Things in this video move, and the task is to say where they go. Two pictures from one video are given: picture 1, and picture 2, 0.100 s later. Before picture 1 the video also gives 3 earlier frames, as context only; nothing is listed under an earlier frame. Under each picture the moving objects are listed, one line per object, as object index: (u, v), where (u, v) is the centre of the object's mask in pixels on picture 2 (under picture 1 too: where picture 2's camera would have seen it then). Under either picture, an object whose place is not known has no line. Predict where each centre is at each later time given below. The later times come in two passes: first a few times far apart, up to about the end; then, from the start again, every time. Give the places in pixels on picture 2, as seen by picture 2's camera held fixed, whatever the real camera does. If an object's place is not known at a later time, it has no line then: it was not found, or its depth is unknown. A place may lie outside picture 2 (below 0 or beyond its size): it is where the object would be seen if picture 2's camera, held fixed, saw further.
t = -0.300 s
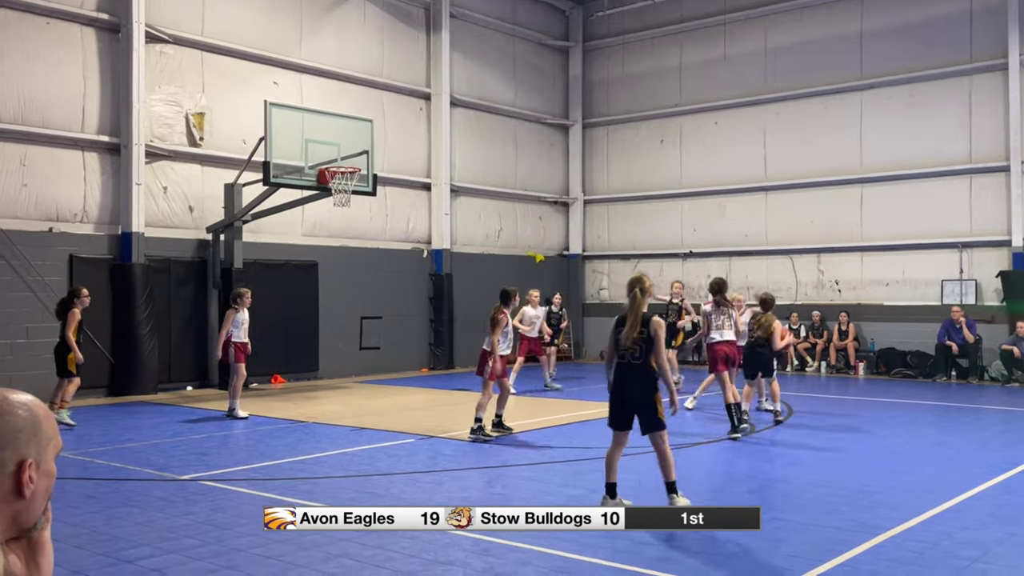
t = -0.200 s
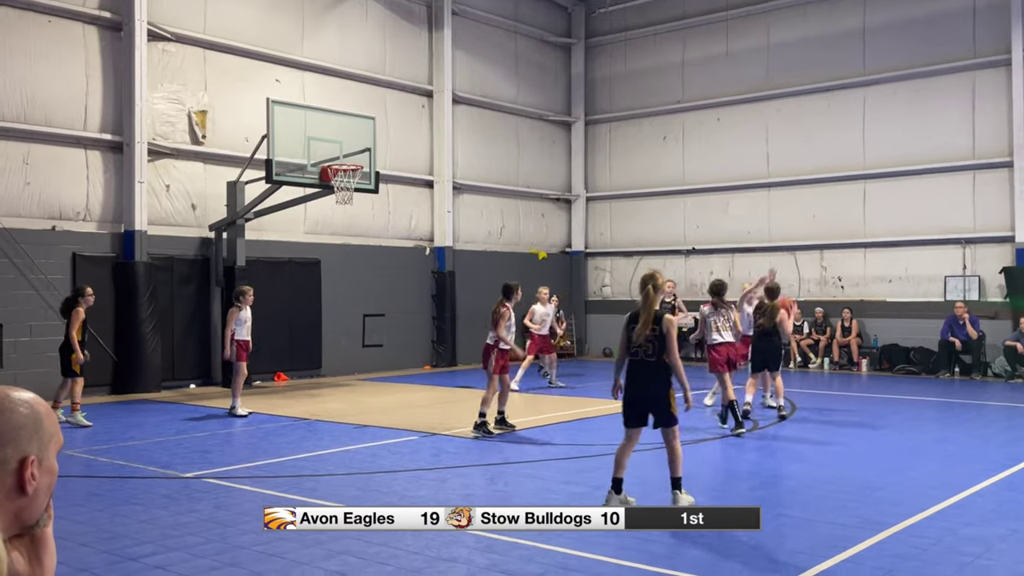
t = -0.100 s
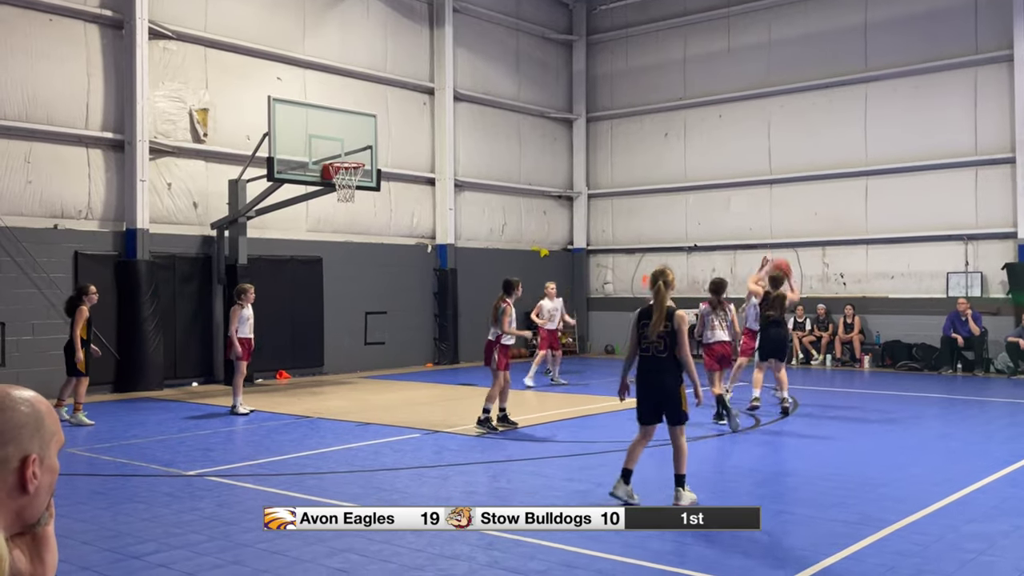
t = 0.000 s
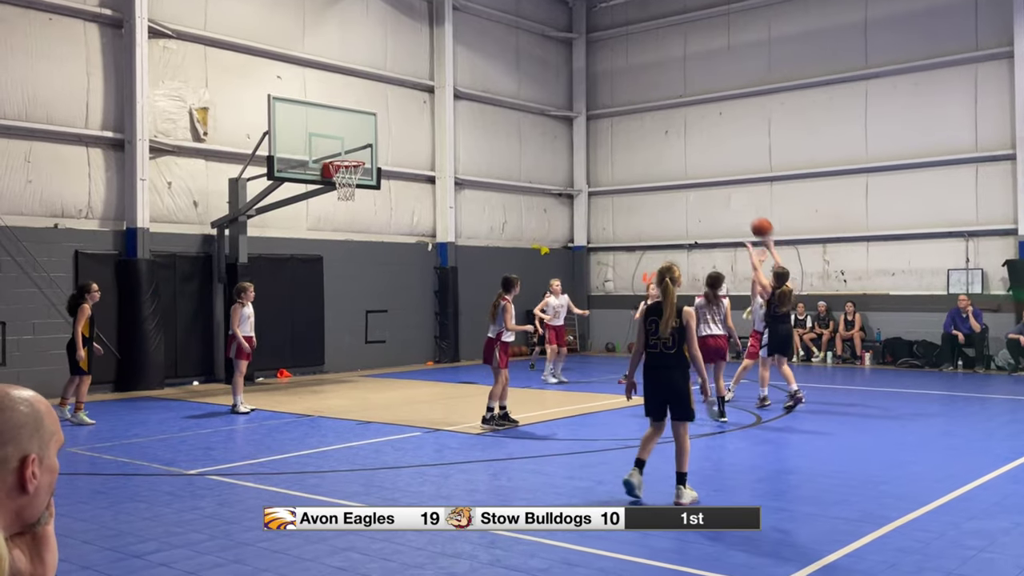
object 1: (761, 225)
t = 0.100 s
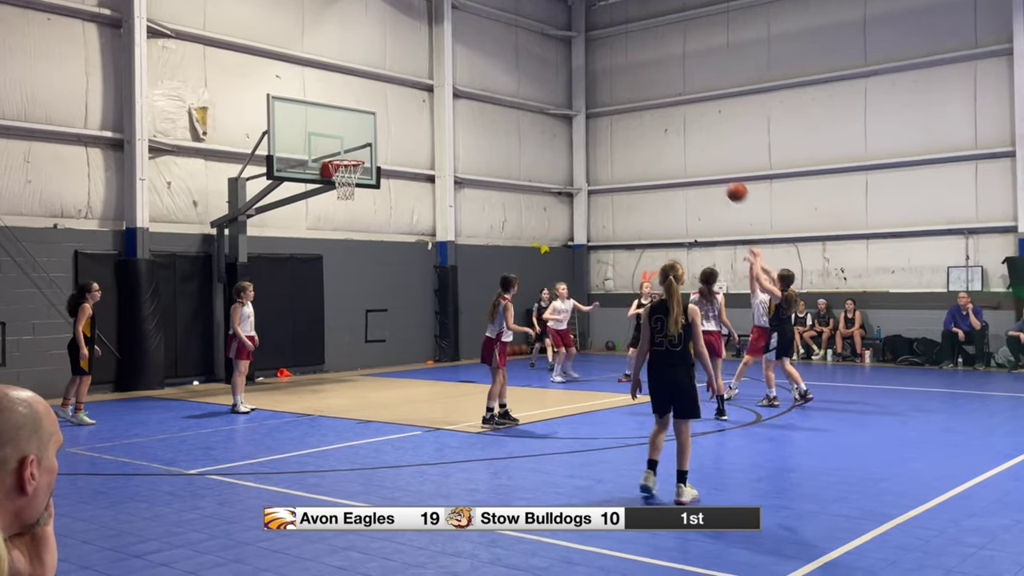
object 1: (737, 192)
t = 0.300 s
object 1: (693, 155)
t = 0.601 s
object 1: (638, 160)
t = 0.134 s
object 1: (729, 183)
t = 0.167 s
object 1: (721, 175)
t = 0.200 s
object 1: (714, 169)
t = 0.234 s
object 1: (707, 163)
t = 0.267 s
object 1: (700, 159)
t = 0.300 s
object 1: (693, 155)
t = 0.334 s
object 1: (686, 152)
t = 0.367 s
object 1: (680, 150)
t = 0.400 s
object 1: (673, 149)
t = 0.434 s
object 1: (668, 149)
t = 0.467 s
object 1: (661, 150)
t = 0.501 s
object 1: (655, 151)
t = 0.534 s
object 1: (650, 153)
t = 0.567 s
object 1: (644, 157)
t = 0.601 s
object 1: (638, 160)
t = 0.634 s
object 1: (633, 165)
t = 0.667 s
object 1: (628, 170)
